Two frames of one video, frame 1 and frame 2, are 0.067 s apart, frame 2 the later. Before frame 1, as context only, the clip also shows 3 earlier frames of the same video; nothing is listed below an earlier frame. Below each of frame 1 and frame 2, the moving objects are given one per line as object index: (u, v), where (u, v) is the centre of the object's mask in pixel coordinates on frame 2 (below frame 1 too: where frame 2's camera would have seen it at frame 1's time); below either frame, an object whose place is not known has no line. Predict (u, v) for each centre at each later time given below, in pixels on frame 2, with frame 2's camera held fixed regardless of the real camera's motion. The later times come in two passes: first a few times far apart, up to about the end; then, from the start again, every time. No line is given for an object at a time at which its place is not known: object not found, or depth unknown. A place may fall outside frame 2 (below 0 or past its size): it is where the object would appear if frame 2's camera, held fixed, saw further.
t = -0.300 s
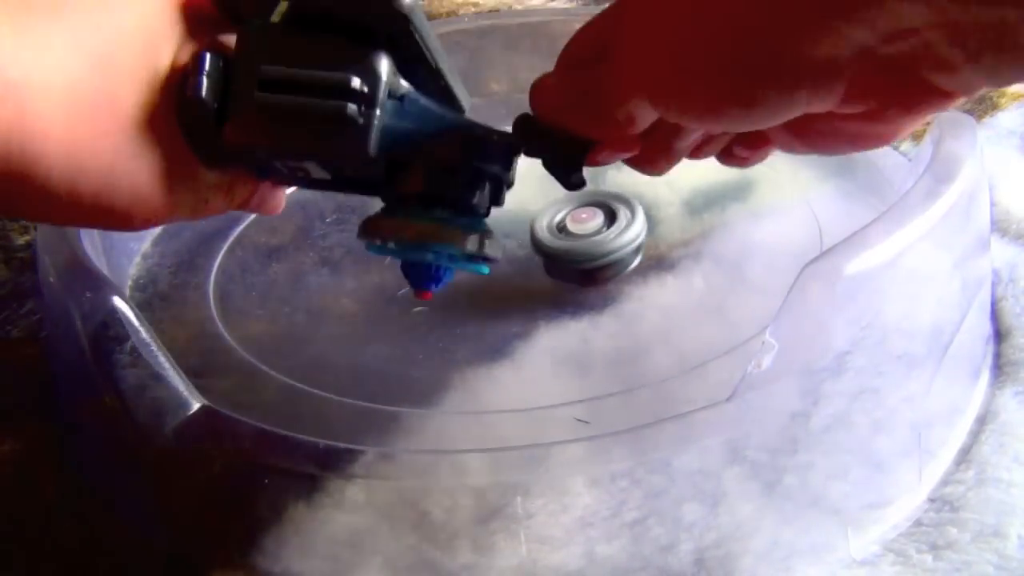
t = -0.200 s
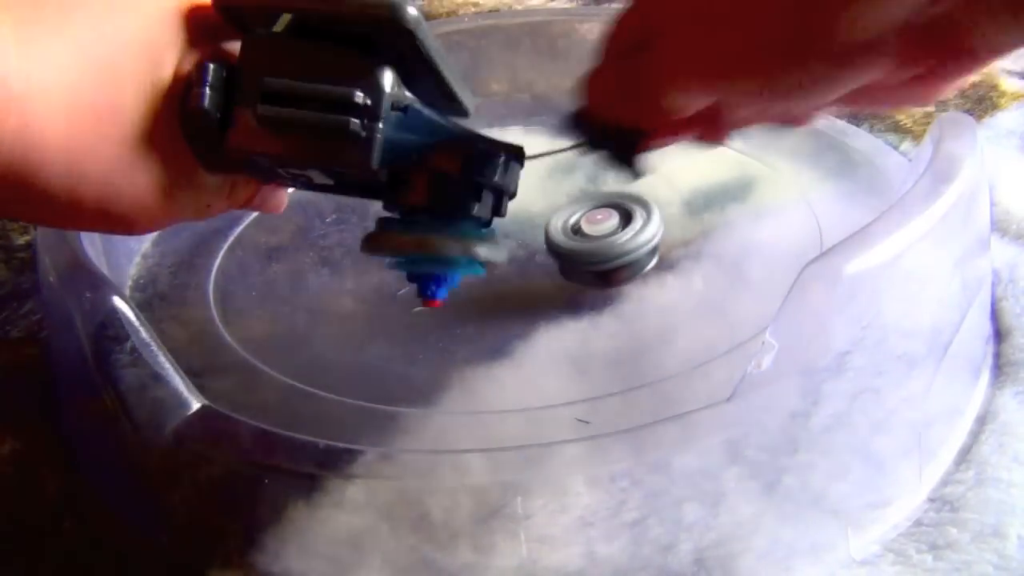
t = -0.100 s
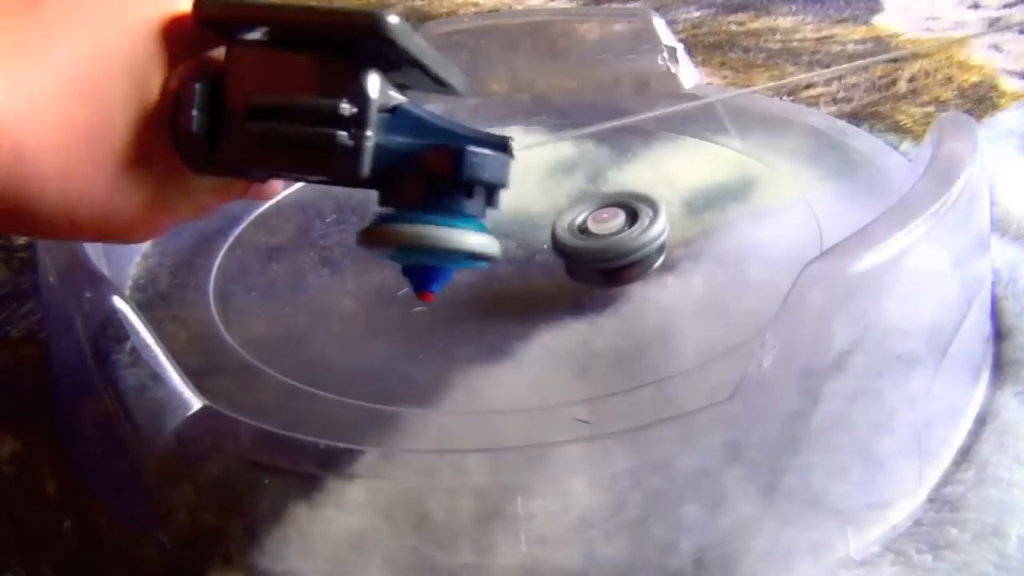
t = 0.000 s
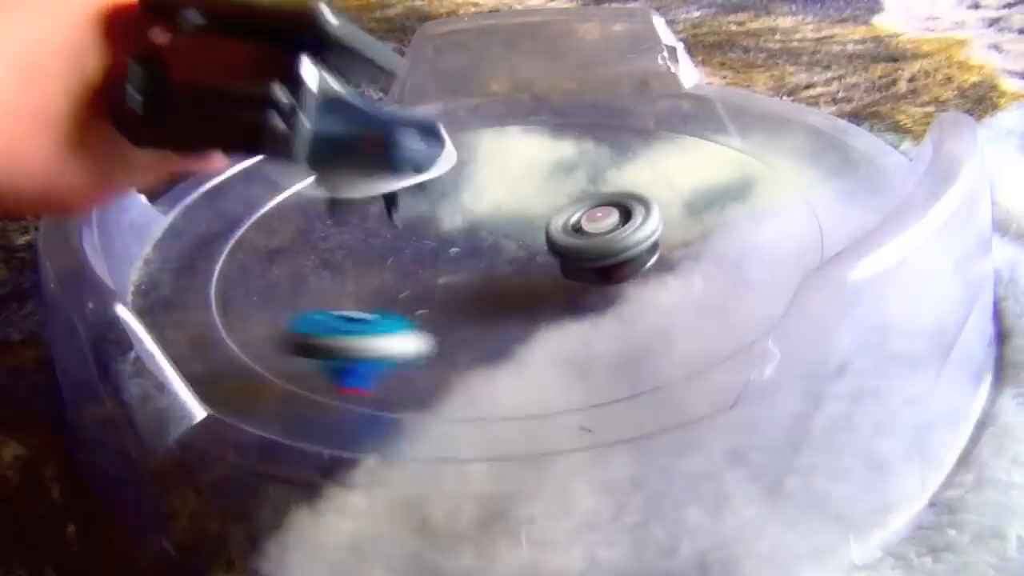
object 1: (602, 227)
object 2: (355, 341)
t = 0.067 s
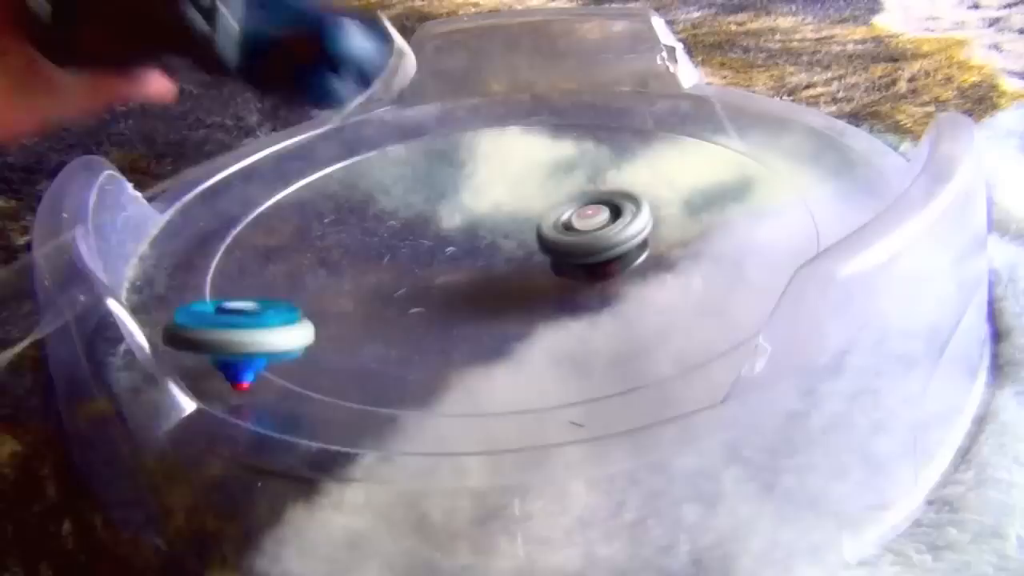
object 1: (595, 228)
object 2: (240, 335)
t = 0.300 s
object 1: (549, 239)
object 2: (172, 269)
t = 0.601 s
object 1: (524, 271)
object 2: (196, 202)
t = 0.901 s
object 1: (533, 272)
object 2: (191, 208)
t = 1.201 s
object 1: (512, 283)
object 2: (415, 192)
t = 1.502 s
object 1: (617, 270)
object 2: (308, 109)
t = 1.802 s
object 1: (440, 231)
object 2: (349, 200)
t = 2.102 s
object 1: (417, 291)
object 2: (489, 155)
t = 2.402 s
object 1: (500, 261)
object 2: (353, 185)
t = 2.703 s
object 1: (686, 226)
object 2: (583, 210)
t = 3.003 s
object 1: (525, 173)
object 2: (599, 86)
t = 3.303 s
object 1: (378, 264)
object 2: (499, 195)
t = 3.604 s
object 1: (598, 263)
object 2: (801, 218)
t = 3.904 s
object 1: (512, 190)
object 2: (693, 136)
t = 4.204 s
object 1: (335, 255)
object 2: (452, 316)
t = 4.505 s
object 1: (534, 284)
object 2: (757, 276)
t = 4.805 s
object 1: (408, 192)
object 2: (702, 190)
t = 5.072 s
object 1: (258, 228)
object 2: (359, 266)
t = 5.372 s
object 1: (345, 285)
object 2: (675, 312)
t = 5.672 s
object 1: (482, 240)
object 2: (648, 141)
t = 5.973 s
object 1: (426, 204)
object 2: (270, 175)
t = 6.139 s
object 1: (400, 210)
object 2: (315, 341)
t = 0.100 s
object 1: (588, 229)
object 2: (238, 336)
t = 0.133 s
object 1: (581, 230)
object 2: (223, 329)
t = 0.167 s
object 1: (574, 231)
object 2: (210, 320)
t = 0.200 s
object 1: (567, 232)
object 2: (196, 308)
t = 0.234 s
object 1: (561, 234)
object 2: (186, 295)
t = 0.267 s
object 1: (555, 236)
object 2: (177, 282)
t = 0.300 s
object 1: (549, 239)
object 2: (172, 269)
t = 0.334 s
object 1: (544, 242)
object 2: (172, 257)
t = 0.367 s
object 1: (539, 245)
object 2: (175, 245)
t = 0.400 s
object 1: (534, 249)
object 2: (177, 234)
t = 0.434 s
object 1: (531, 253)
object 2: (181, 226)
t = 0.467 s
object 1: (527, 257)
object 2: (184, 218)
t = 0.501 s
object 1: (525, 261)
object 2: (188, 211)
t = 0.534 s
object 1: (523, 265)
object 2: (192, 206)
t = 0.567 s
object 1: (522, 268)
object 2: (194, 204)
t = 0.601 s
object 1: (524, 271)
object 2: (196, 202)
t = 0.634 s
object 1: (526, 274)
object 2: (196, 201)
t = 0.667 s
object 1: (529, 275)
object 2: (196, 201)
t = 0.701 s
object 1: (533, 276)
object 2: (196, 201)
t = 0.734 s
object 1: (536, 277)
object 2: (195, 202)
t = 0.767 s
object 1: (538, 277)
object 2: (193, 203)
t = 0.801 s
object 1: (540, 275)
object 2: (192, 204)
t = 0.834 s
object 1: (539, 274)
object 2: (191, 205)
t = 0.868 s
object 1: (537, 273)
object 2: (190, 207)
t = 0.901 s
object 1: (533, 272)
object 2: (191, 208)
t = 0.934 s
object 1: (528, 271)
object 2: (197, 210)
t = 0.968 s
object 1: (524, 270)
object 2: (209, 212)
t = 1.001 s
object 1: (519, 269)
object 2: (229, 219)
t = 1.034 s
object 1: (514, 268)
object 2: (256, 227)
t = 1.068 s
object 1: (507, 267)
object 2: (290, 234)
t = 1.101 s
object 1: (499, 267)
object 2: (331, 242)
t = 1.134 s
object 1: (491, 266)
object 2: (375, 244)
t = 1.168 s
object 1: (489, 266)
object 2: (408, 232)
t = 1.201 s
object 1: (512, 283)
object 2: (415, 192)
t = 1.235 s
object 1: (536, 294)
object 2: (419, 170)
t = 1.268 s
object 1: (555, 300)
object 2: (415, 144)
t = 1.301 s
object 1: (572, 302)
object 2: (405, 125)
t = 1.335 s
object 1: (588, 302)
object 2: (389, 111)
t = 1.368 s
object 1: (602, 299)
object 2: (374, 111)
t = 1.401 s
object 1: (612, 294)
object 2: (358, 106)
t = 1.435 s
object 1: (618, 287)
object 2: (342, 100)
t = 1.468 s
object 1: (620, 279)
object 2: (326, 99)
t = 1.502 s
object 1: (617, 270)
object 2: (308, 109)
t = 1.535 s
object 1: (609, 261)
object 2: (290, 120)
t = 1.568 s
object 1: (599, 253)
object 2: (279, 128)
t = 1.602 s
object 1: (582, 245)
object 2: (275, 135)
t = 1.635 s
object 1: (559, 239)
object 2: (278, 142)
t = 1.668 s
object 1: (535, 233)
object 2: (288, 150)
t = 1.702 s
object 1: (505, 228)
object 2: (304, 169)
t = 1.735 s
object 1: (475, 226)
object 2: (326, 182)
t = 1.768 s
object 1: (445, 224)
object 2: (350, 200)
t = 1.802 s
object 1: (440, 231)
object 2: (349, 200)
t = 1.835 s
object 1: (437, 242)
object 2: (356, 202)
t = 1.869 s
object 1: (432, 250)
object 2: (373, 203)
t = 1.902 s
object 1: (426, 258)
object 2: (397, 206)
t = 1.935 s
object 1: (421, 264)
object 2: (423, 206)
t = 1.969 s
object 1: (416, 270)
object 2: (448, 200)
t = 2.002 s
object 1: (413, 276)
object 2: (466, 192)
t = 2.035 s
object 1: (411, 282)
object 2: (480, 180)
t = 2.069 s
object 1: (413, 287)
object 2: (488, 168)
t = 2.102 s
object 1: (417, 291)
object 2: (489, 155)
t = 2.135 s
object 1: (424, 294)
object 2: (482, 143)
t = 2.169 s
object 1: (434, 295)
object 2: (470, 132)
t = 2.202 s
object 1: (446, 295)
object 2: (451, 125)
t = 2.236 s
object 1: (459, 293)
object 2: (429, 119)
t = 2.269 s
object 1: (473, 290)
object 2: (405, 118)
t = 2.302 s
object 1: (485, 284)
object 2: (378, 130)
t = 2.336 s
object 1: (495, 277)
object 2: (359, 143)
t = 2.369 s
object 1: (500, 269)
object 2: (351, 162)
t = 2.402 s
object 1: (500, 261)
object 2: (353, 185)
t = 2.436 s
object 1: (497, 252)
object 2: (368, 210)
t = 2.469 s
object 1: (491, 242)
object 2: (391, 227)
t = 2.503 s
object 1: (525, 217)
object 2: (399, 227)
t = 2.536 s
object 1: (566, 211)
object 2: (411, 222)
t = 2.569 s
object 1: (606, 228)
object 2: (432, 224)
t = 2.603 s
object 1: (641, 241)
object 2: (462, 225)
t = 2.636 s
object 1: (661, 234)
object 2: (503, 225)
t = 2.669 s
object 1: (677, 235)
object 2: (548, 220)
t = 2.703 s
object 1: (686, 226)
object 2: (583, 210)
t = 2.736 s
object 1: (687, 217)
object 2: (612, 190)
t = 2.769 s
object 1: (681, 208)
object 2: (644, 164)
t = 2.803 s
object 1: (669, 199)
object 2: (673, 146)
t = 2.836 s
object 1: (651, 192)
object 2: (685, 130)
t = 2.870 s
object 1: (626, 185)
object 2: (689, 112)
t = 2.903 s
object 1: (603, 181)
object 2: (665, 98)
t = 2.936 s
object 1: (578, 177)
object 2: (639, 97)
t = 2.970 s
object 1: (554, 172)
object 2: (617, 91)
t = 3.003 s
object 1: (525, 173)
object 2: (599, 86)
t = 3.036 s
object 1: (495, 175)
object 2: (588, 84)
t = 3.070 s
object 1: (467, 181)
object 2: (582, 85)
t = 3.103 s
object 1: (441, 190)
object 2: (578, 89)
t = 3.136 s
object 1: (419, 200)
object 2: (571, 97)
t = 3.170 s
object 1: (401, 211)
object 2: (558, 111)
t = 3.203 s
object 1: (386, 223)
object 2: (541, 126)
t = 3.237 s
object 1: (377, 236)
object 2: (521, 147)
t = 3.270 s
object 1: (374, 250)
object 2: (505, 171)
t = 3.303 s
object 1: (378, 264)
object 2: (499, 195)
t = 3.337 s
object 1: (390, 276)
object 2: (504, 221)
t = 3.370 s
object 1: (408, 286)
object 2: (517, 241)
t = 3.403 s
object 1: (435, 292)
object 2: (543, 255)
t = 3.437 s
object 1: (465, 296)
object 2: (577, 266)
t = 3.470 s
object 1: (496, 296)
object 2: (615, 269)
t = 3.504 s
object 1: (531, 291)
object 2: (658, 266)
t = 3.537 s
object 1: (557, 284)
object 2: (708, 255)
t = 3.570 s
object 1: (580, 274)
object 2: (757, 238)
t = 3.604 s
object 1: (598, 263)
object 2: (801, 218)
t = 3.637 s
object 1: (607, 251)
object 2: (813, 188)
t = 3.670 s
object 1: (613, 239)
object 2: (811, 173)
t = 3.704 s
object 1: (612, 228)
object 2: (811, 154)
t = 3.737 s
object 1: (606, 219)
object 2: (812, 139)
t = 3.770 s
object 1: (596, 212)
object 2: (805, 127)
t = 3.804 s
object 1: (581, 205)
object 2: (790, 120)
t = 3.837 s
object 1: (560, 198)
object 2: (763, 120)
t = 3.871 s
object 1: (538, 193)
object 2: (731, 125)
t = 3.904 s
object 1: (512, 190)
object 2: (693, 136)
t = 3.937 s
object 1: (484, 189)
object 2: (652, 148)
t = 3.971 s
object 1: (457, 191)
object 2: (607, 164)
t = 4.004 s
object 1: (429, 195)
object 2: (569, 183)
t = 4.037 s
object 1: (404, 202)
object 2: (531, 204)
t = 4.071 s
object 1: (383, 210)
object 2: (498, 226)
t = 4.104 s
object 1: (362, 220)
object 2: (471, 249)
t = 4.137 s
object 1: (346, 231)
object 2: (452, 272)
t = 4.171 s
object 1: (338, 243)
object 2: (445, 295)
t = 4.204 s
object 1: (335, 255)
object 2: (452, 316)
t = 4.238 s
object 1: (339, 269)
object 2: (475, 333)
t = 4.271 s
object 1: (351, 280)
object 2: (512, 347)
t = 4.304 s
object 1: (371, 290)
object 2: (562, 344)
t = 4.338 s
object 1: (395, 296)
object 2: (621, 335)
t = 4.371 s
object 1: (423, 301)
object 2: (675, 326)
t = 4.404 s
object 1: (453, 301)
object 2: (717, 316)
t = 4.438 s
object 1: (484, 298)
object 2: (736, 303)
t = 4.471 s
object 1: (511, 292)
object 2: (749, 289)
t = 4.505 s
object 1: (534, 284)
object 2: (757, 276)
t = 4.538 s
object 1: (553, 275)
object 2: (759, 267)
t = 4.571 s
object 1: (567, 264)
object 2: (751, 260)
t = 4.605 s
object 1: (576, 253)
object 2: (726, 249)
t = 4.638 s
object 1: (578, 243)
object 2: (696, 240)
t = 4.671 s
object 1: (542, 233)
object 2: (728, 223)
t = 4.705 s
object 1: (503, 218)
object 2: (747, 210)
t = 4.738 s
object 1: (469, 206)
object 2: (747, 200)
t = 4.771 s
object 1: (438, 197)
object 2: (733, 193)
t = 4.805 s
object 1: (408, 192)
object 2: (702, 190)
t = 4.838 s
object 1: (382, 189)
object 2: (660, 190)
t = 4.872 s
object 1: (358, 188)
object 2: (615, 194)
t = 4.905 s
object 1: (333, 191)
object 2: (568, 200)
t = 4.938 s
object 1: (311, 195)
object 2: (520, 210)
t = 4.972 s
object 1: (293, 201)
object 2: (473, 221)
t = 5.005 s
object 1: (278, 210)
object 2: (430, 234)
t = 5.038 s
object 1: (266, 219)
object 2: (391, 249)
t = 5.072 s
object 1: (258, 228)
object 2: (359, 266)
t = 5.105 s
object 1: (241, 233)
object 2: (356, 293)
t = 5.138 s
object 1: (229, 238)
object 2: (360, 315)
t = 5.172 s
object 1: (226, 245)
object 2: (374, 334)
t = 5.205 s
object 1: (233, 252)
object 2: (397, 352)
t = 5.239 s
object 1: (246, 260)
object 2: (442, 355)
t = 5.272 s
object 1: (265, 266)
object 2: (509, 356)
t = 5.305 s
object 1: (286, 273)
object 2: (576, 347)
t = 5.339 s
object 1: (313, 279)
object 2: (636, 331)
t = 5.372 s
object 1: (345, 285)
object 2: (675, 312)
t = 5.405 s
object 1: (385, 287)
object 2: (696, 295)
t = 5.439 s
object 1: (421, 288)
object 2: (700, 278)
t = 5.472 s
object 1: (457, 283)
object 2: (696, 261)
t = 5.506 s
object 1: (490, 276)
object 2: (680, 247)
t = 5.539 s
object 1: (518, 267)
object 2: (656, 235)
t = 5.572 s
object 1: (526, 257)
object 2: (647, 218)
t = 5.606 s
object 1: (507, 252)
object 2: (663, 185)
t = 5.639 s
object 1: (492, 247)
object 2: (660, 159)
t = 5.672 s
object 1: (482, 240)
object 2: (648, 141)
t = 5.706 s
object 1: (474, 232)
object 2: (622, 129)
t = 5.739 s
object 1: (468, 225)
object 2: (586, 122)
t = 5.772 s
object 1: (462, 220)
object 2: (541, 118)
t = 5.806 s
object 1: (457, 215)
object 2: (495, 118)
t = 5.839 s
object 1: (451, 212)
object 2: (448, 121)
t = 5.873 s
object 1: (445, 210)
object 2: (401, 125)
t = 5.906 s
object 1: (439, 207)
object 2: (357, 132)
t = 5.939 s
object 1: (432, 205)
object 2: (313, 146)
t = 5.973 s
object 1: (426, 204)
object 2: (270, 175)
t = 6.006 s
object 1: (422, 203)
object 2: (235, 208)
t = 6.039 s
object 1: (416, 204)
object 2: (216, 245)
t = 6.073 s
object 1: (410, 206)
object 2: (226, 284)
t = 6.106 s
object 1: (405, 207)
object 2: (264, 316)
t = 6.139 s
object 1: (400, 210)
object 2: (315, 341)
